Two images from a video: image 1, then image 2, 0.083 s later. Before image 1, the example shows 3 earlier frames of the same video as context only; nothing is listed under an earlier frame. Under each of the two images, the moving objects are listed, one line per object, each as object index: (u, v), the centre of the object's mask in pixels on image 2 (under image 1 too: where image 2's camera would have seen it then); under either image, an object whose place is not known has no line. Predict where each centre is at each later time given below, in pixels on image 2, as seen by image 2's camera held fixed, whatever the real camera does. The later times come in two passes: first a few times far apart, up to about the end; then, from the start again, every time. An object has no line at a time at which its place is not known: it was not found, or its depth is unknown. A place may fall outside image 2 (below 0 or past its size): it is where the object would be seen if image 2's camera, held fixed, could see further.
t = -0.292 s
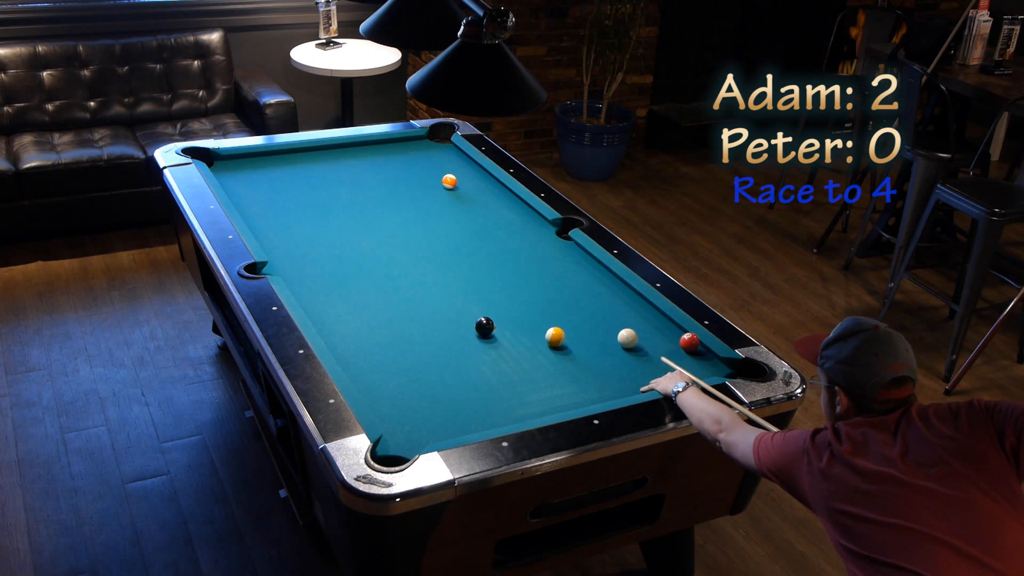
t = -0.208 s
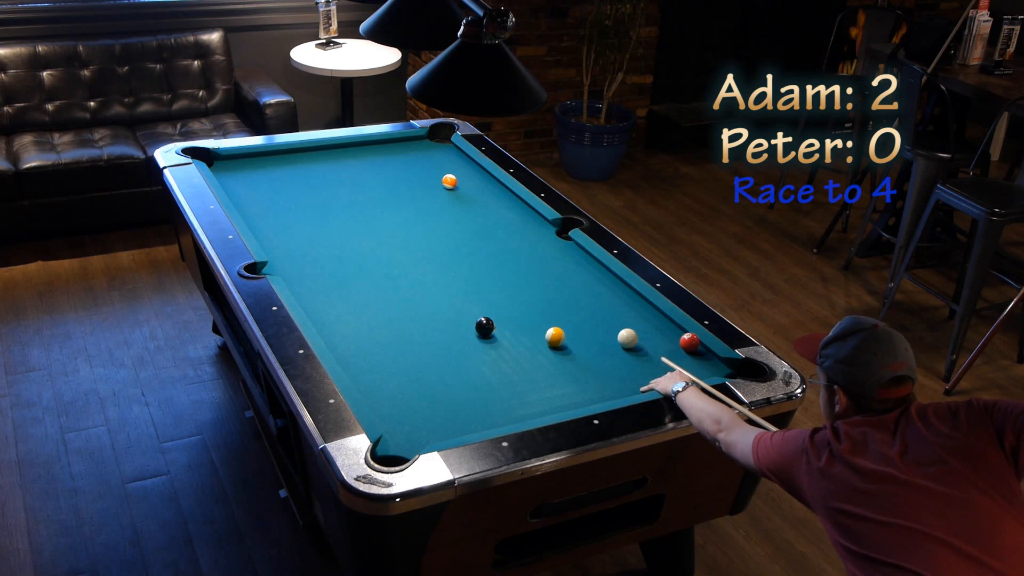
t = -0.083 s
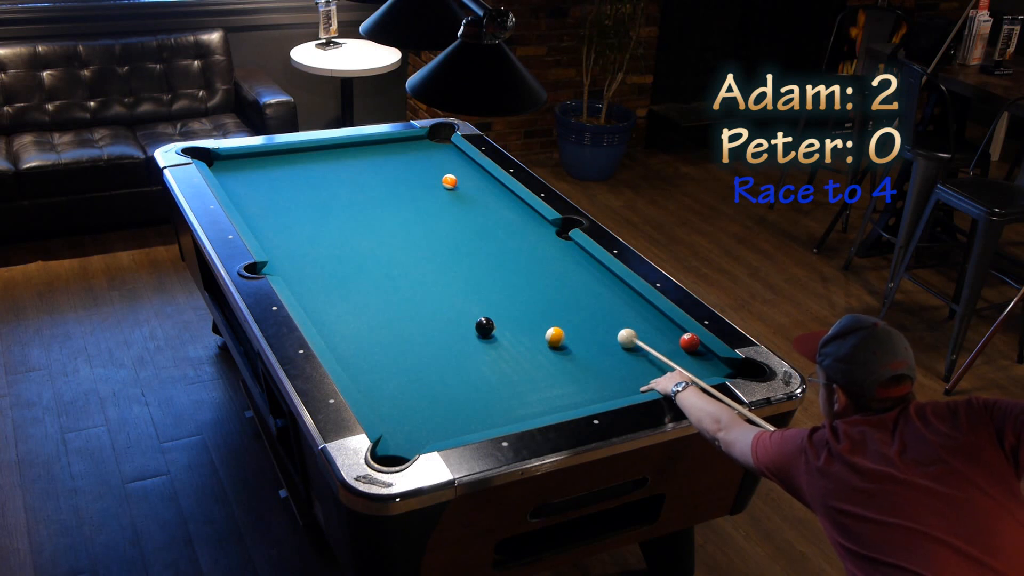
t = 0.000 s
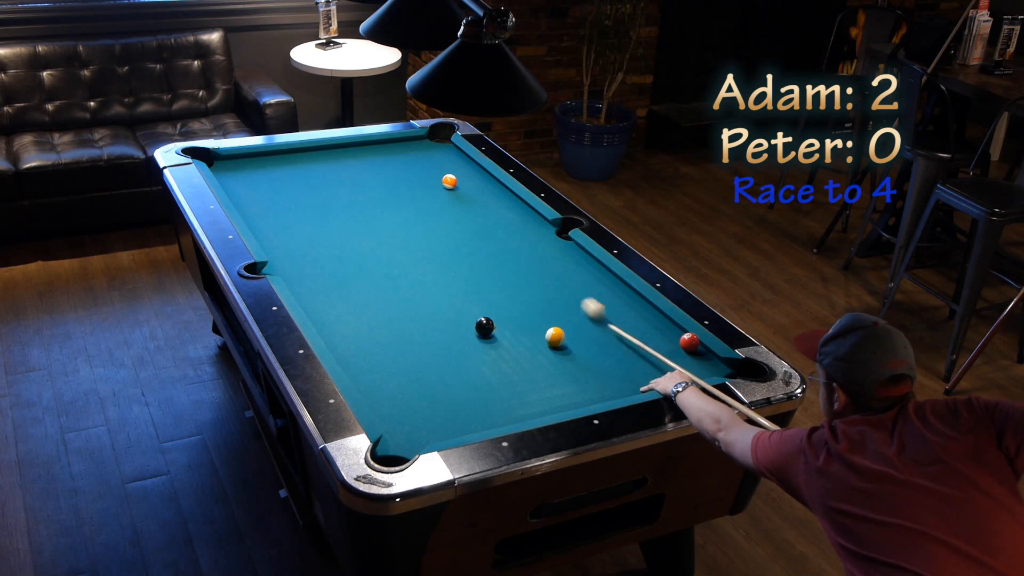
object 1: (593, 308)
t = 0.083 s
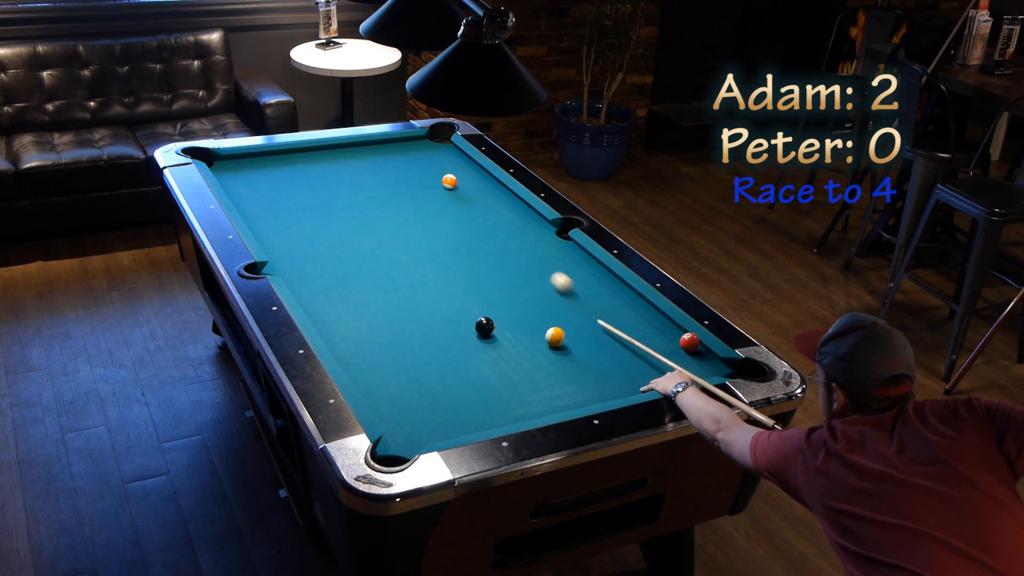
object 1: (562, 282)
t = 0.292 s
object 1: (497, 228)
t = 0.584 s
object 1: (422, 183)
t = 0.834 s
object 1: (362, 167)
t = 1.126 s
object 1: (298, 151)
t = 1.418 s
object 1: (278, 165)
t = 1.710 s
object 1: (256, 179)
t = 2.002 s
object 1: (234, 194)
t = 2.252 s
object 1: (250, 201)
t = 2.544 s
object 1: (270, 209)
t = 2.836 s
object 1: (289, 216)
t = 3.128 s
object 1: (306, 223)
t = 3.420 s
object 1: (322, 230)
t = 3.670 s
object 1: (335, 235)
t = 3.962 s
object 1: (348, 240)
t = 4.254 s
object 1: (360, 245)
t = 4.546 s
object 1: (370, 249)
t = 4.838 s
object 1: (378, 252)
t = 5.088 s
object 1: (384, 254)
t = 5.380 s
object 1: (388, 257)
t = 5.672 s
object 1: (389, 258)
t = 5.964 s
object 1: (390, 258)
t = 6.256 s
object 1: (389, 258)
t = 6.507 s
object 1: (389, 258)
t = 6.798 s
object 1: (390, 258)
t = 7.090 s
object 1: (389, 258)
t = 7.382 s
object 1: (389, 258)
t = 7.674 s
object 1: (390, 258)
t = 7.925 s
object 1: (389, 258)
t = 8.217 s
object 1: (389, 258)
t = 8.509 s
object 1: (389, 259)
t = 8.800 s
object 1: (389, 259)
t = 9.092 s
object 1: (389, 259)
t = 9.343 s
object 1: (389, 259)
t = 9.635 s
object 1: (389, 259)
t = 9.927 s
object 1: (389, 259)
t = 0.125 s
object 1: (548, 271)
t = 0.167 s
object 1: (534, 259)
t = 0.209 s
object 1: (521, 248)
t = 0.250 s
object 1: (509, 238)
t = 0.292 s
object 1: (497, 228)
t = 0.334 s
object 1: (485, 218)
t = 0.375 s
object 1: (475, 209)
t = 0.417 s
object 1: (464, 200)
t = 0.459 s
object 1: (454, 192)
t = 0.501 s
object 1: (443, 186)
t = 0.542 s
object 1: (433, 185)
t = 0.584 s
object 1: (422, 183)
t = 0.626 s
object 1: (412, 181)
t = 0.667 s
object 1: (401, 178)
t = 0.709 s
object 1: (391, 175)
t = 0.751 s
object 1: (381, 173)
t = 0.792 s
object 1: (371, 170)
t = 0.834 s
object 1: (362, 167)
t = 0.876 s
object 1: (352, 165)
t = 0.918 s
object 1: (342, 162)
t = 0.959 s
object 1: (333, 160)
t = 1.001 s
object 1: (324, 157)
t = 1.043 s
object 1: (315, 155)
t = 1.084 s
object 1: (306, 152)
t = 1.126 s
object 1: (298, 151)
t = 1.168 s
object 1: (295, 153)
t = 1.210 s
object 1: (293, 155)
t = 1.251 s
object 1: (290, 157)
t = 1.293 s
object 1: (286, 159)
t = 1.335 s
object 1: (284, 161)
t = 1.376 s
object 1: (281, 163)
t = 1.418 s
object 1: (278, 165)
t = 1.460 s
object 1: (274, 167)
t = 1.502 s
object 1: (272, 169)
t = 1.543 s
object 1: (268, 171)
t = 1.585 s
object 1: (266, 173)
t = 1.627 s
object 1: (263, 175)
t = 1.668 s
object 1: (259, 177)
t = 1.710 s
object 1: (256, 179)
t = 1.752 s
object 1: (253, 181)
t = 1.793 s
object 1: (250, 183)
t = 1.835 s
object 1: (247, 186)
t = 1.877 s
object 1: (244, 188)
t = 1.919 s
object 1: (241, 190)
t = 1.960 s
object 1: (238, 192)
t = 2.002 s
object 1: (234, 194)
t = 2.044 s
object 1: (235, 196)
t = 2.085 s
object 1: (238, 197)
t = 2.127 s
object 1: (241, 198)
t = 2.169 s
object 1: (244, 199)
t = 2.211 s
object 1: (247, 200)
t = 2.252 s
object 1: (250, 201)
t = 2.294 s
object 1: (253, 202)
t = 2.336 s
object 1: (256, 203)
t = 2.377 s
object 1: (259, 204)
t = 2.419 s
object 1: (261, 206)
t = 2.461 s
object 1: (264, 206)
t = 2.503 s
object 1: (267, 208)
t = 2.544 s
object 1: (270, 209)
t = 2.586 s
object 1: (273, 210)
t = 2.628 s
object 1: (275, 211)
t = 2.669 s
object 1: (278, 212)
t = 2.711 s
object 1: (281, 213)
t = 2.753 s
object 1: (283, 214)
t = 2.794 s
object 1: (286, 215)
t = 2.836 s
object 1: (289, 216)
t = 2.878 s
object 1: (291, 217)
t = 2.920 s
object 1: (294, 218)
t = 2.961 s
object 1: (296, 219)
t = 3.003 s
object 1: (298, 220)
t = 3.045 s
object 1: (301, 221)
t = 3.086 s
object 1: (303, 222)
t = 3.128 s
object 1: (306, 223)
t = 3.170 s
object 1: (308, 224)
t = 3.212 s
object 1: (311, 225)
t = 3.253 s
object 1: (313, 226)
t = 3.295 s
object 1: (315, 227)
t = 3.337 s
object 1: (318, 228)
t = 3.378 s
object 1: (320, 228)
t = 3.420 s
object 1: (322, 230)
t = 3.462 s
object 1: (324, 230)
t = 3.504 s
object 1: (326, 231)
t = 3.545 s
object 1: (328, 232)
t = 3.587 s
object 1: (331, 233)
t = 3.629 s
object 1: (333, 234)
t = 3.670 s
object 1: (335, 235)
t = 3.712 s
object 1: (337, 235)
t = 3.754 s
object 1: (339, 236)
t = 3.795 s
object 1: (341, 237)
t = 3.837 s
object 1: (342, 238)
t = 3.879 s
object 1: (344, 238)
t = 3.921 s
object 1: (346, 239)
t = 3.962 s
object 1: (348, 240)
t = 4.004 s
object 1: (350, 241)
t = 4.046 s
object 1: (352, 242)
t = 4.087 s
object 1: (353, 242)
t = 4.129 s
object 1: (355, 243)
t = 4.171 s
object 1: (357, 243)
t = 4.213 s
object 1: (358, 244)
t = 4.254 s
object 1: (360, 245)
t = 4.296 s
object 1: (362, 245)
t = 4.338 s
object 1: (363, 246)
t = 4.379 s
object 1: (364, 247)
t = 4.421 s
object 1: (366, 247)
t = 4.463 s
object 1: (367, 248)
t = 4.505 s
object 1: (369, 248)
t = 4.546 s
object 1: (370, 249)
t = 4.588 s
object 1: (372, 249)
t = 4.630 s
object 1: (373, 250)
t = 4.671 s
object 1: (374, 250)
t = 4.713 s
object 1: (375, 251)
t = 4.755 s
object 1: (376, 251)
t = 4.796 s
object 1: (377, 252)
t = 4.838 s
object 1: (378, 252)
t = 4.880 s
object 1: (380, 252)
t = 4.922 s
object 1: (381, 253)
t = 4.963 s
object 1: (381, 253)
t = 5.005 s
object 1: (382, 254)
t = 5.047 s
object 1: (383, 254)
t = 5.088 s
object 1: (384, 254)
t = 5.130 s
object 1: (385, 255)
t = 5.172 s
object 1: (385, 255)
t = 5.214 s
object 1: (386, 256)
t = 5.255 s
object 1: (387, 256)
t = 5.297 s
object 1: (387, 256)
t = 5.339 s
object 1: (388, 257)
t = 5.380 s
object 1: (388, 257)
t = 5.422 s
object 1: (388, 257)
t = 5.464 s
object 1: (389, 257)
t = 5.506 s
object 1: (389, 258)
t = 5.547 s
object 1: (389, 258)
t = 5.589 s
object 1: (389, 258)
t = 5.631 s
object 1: (389, 258)
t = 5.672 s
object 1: (389, 258)
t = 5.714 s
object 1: (390, 258)
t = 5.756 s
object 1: (390, 258)
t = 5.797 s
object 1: (389, 258)
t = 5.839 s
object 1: (390, 258)
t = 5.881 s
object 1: (390, 258)
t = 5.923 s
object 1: (390, 258)
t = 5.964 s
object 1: (390, 258)
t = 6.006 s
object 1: (390, 258)
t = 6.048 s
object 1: (390, 258)
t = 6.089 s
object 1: (390, 258)
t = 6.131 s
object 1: (390, 258)
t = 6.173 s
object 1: (389, 258)
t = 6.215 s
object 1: (390, 258)
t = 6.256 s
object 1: (389, 258)
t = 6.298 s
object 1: (390, 258)
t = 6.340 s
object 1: (390, 258)
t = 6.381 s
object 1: (389, 258)
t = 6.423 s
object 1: (389, 258)
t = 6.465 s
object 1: (390, 258)
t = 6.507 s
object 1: (389, 258)
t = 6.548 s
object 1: (390, 258)
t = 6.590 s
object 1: (390, 258)
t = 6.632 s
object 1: (390, 258)
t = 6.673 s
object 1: (390, 258)
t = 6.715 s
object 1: (390, 258)
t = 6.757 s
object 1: (390, 258)
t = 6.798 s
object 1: (390, 258)
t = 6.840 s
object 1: (389, 258)
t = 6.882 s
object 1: (389, 258)
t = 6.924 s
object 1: (390, 258)
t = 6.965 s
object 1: (389, 258)
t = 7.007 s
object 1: (389, 258)
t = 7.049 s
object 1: (389, 258)
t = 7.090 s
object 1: (389, 258)
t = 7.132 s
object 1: (389, 258)
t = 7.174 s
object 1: (389, 258)
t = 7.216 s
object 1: (389, 258)
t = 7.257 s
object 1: (389, 258)
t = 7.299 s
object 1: (389, 258)
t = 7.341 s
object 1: (389, 258)
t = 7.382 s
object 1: (389, 258)
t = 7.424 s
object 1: (389, 258)
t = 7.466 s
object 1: (389, 258)
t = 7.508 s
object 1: (390, 258)
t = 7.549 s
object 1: (389, 258)
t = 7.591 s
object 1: (389, 258)
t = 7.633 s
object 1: (389, 258)
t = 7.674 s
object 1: (390, 258)
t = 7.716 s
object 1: (389, 258)
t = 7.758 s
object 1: (389, 258)
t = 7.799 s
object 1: (389, 258)
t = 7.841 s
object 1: (389, 258)
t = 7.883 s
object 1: (389, 258)
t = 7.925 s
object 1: (389, 258)
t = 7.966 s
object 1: (389, 258)
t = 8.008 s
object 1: (389, 258)
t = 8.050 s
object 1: (389, 258)
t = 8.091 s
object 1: (389, 258)
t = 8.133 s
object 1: (389, 258)
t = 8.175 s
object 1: (389, 258)
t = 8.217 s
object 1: (389, 258)
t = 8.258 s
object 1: (389, 258)
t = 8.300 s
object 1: (389, 258)
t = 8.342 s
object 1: (389, 258)
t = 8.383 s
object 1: (389, 259)
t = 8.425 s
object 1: (389, 258)
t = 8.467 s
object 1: (389, 259)
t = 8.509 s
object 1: (389, 259)
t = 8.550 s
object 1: (389, 259)
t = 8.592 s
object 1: (389, 259)
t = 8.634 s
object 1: (389, 259)
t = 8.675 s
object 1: (389, 259)
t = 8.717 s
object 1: (389, 259)
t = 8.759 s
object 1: (389, 259)
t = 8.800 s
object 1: (389, 259)
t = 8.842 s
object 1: (389, 259)
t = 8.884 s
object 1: (389, 259)
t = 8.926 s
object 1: (389, 259)
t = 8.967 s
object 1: (389, 259)
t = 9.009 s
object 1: (389, 259)
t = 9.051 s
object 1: (389, 259)
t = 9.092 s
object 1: (389, 259)
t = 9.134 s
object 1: (389, 259)
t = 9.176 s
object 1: (389, 259)
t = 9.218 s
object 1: (389, 259)
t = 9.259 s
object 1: (389, 259)
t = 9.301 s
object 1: (389, 259)
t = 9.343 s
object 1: (389, 259)
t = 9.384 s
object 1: (389, 259)
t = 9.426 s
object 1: (389, 259)
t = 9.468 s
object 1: (389, 259)
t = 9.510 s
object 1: (389, 259)
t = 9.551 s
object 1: (389, 259)
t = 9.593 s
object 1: (389, 259)
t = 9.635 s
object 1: (389, 259)
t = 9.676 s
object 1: (389, 259)
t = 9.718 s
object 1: (389, 259)
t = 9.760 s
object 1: (389, 259)
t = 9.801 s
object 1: (389, 259)
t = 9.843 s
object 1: (389, 259)
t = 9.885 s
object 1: (389, 259)
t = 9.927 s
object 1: (389, 259)
